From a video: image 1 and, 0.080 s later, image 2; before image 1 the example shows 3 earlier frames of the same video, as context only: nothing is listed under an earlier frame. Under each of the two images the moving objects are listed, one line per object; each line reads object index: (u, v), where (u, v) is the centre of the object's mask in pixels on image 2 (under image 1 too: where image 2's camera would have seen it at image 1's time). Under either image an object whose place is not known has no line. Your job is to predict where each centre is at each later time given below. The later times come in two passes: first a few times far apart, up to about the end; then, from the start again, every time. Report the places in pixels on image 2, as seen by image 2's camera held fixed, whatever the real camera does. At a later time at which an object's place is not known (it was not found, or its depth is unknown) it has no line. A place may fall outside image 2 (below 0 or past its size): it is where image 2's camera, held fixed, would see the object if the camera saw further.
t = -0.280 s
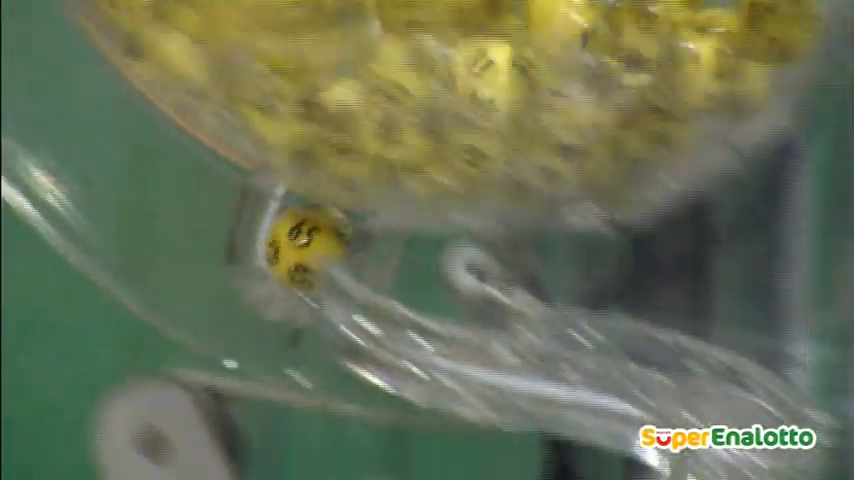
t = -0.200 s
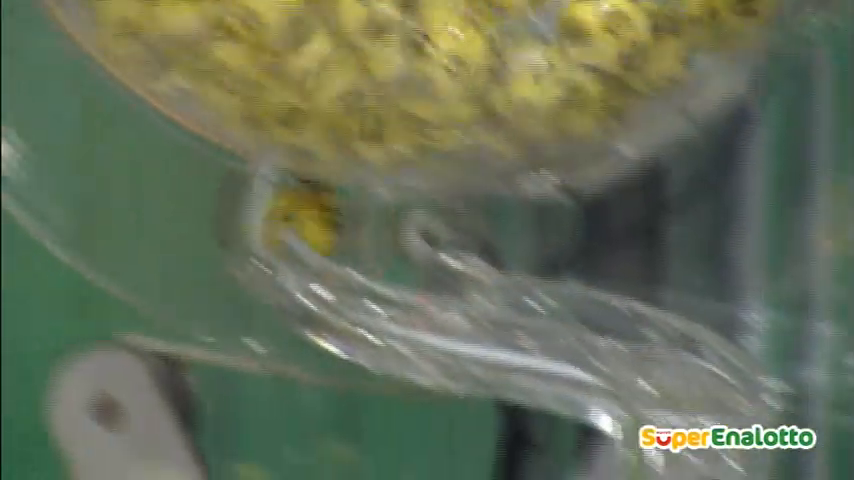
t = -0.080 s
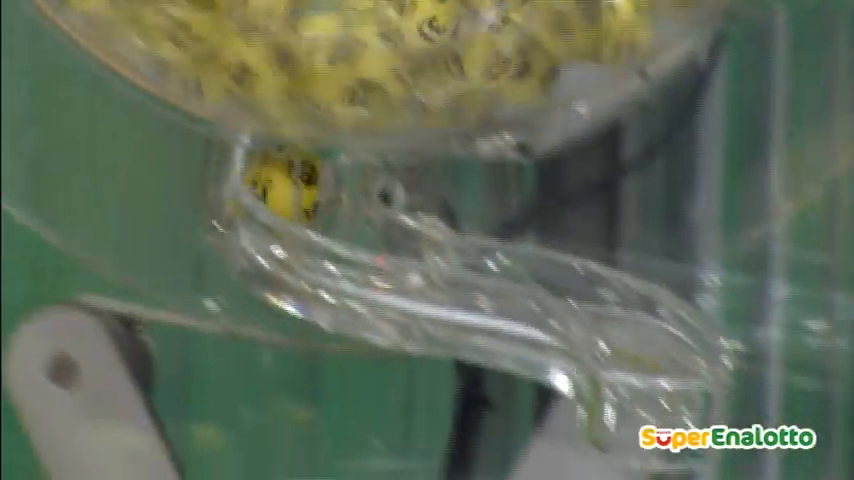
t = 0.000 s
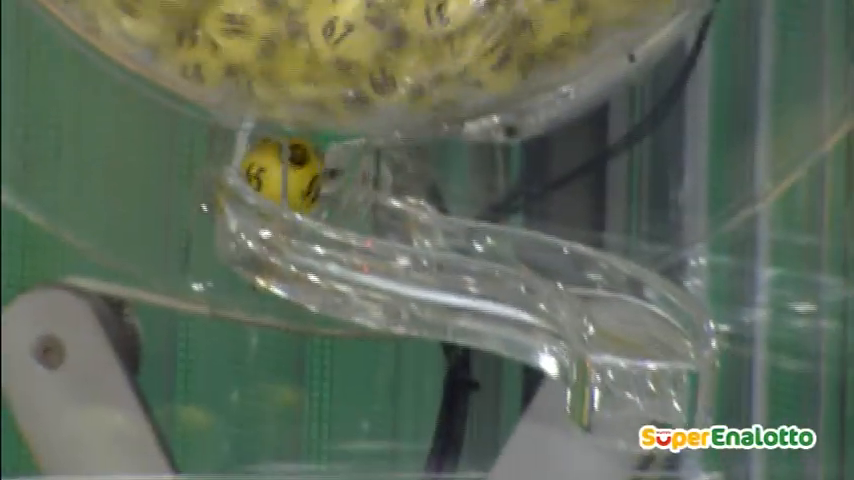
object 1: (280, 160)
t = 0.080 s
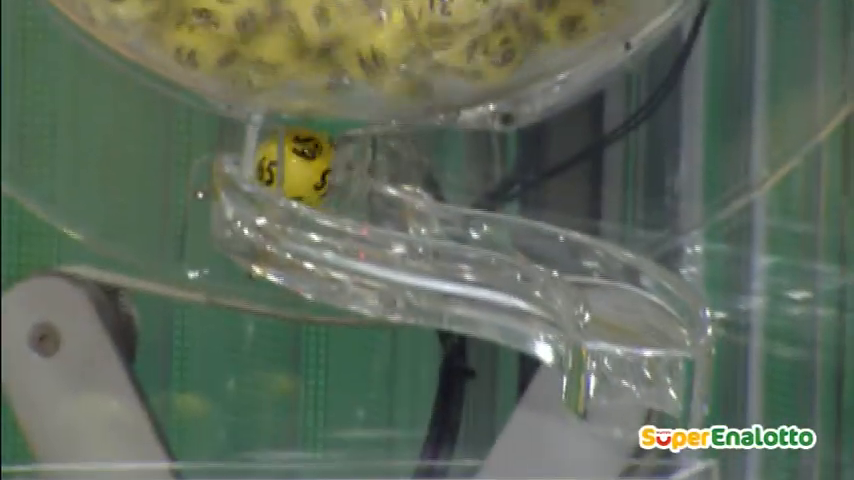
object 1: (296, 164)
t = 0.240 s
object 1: (325, 175)
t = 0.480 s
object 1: (306, 197)
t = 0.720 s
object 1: (406, 237)
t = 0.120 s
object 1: (304, 167)
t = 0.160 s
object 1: (310, 170)
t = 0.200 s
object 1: (319, 172)
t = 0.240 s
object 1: (325, 175)
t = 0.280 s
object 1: (329, 178)
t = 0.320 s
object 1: (332, 181)
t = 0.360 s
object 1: (331, 182)
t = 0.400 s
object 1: (323, 185)
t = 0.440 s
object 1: (308, 196)
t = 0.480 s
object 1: (306, 197)
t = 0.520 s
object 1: (316, 204)
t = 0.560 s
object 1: (331, 211)
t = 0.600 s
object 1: (340, 218)
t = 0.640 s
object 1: (360, 224)
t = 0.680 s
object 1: (383, 230)
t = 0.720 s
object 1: (406, 237)
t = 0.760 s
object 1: (439, 242)
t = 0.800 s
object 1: (473, 247)
